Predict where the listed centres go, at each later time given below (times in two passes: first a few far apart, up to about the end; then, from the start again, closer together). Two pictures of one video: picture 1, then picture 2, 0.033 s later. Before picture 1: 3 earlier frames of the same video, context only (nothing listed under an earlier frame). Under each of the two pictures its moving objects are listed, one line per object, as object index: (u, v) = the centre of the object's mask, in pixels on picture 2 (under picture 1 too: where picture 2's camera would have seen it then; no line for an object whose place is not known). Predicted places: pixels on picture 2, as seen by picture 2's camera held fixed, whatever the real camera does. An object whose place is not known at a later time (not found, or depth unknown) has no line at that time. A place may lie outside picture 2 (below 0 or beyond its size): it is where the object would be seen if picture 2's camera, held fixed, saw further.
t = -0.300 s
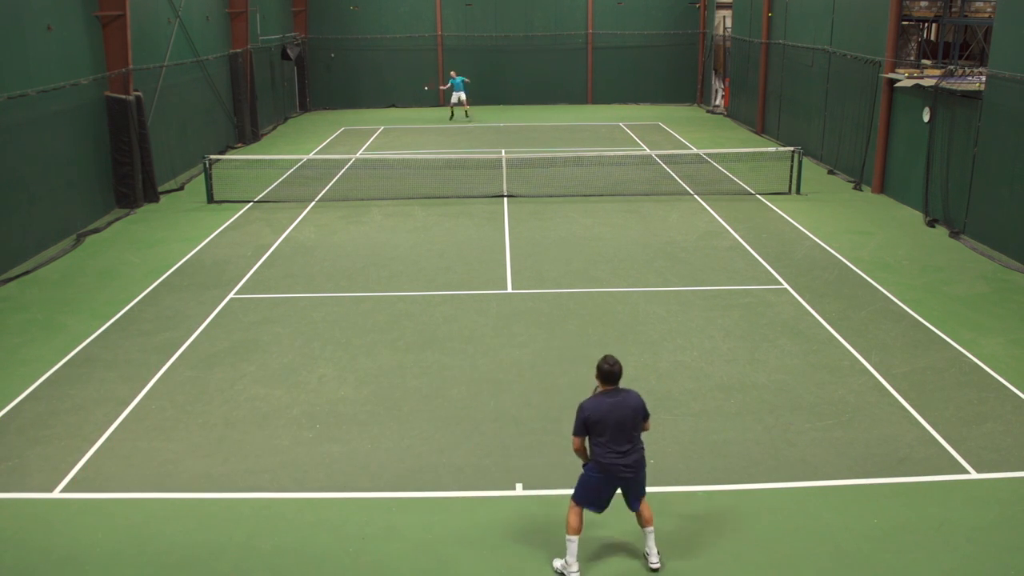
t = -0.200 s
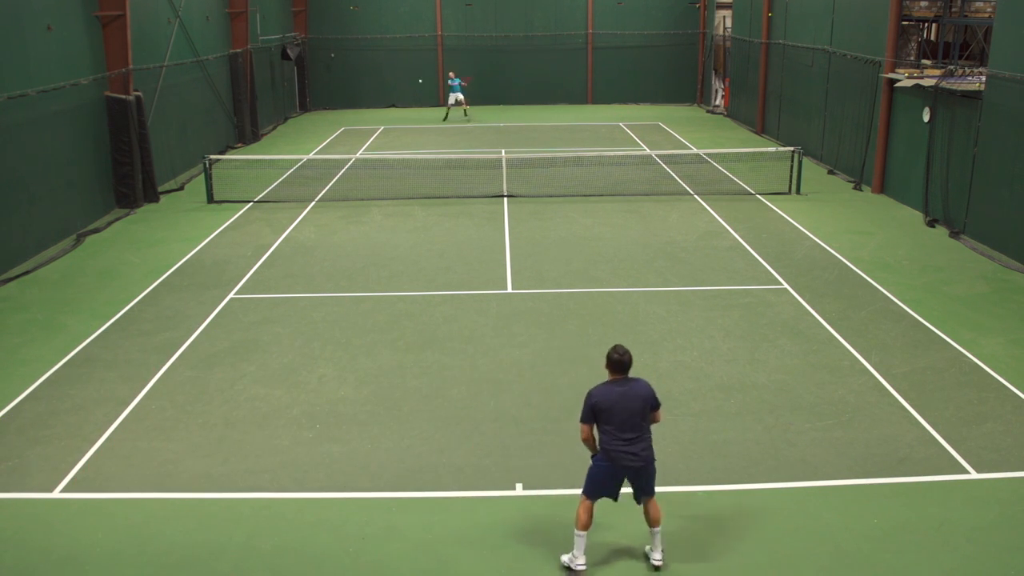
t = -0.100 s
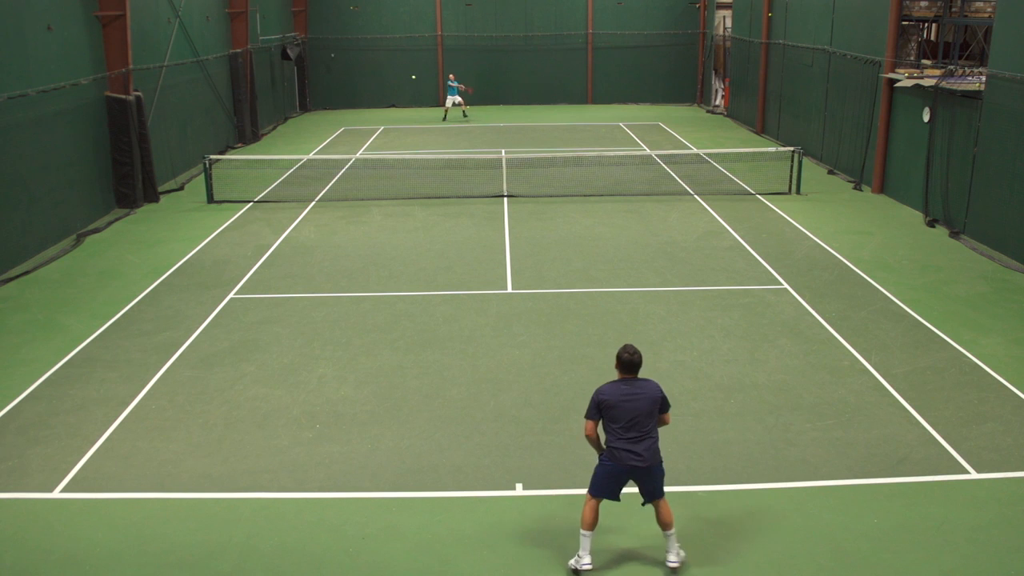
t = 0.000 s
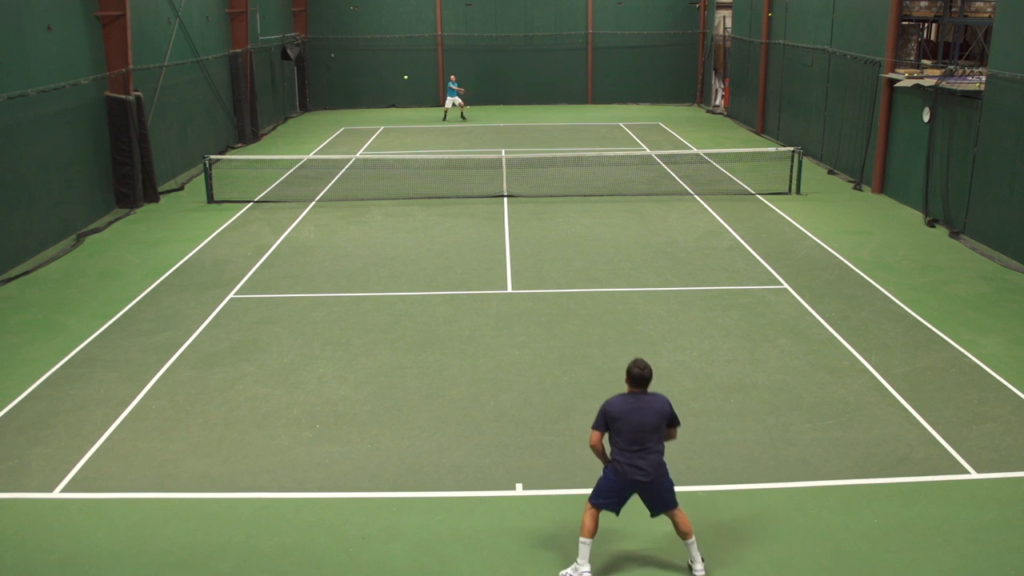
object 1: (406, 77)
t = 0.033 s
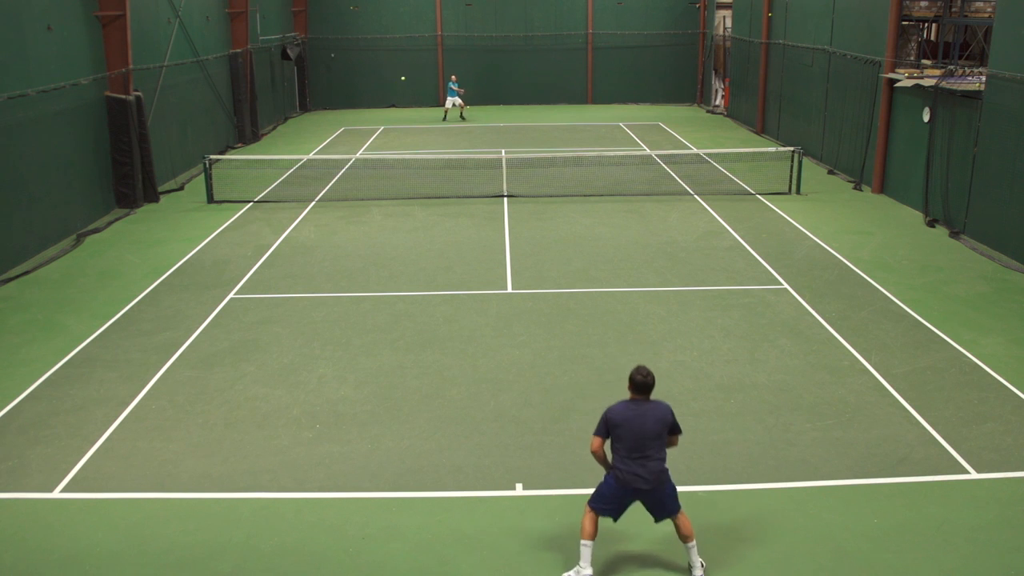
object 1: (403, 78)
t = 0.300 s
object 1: (373, 114)
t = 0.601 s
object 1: (322, 248)
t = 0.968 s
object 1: (222, 351)
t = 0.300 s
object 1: (373, 114)
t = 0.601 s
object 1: (322, 248)
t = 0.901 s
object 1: (245, 345)
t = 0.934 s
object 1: (234, 347)
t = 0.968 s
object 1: (222, 351)
